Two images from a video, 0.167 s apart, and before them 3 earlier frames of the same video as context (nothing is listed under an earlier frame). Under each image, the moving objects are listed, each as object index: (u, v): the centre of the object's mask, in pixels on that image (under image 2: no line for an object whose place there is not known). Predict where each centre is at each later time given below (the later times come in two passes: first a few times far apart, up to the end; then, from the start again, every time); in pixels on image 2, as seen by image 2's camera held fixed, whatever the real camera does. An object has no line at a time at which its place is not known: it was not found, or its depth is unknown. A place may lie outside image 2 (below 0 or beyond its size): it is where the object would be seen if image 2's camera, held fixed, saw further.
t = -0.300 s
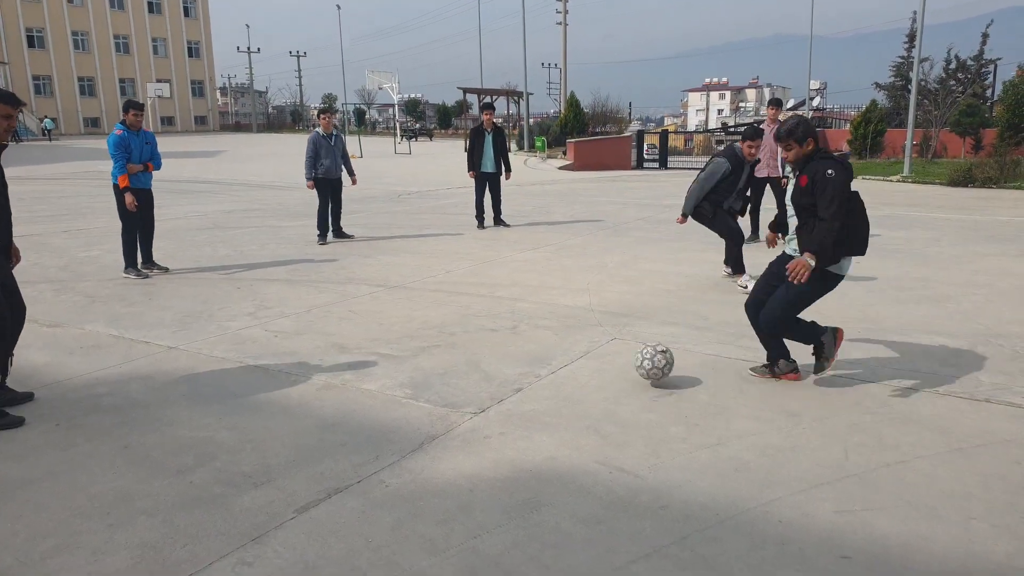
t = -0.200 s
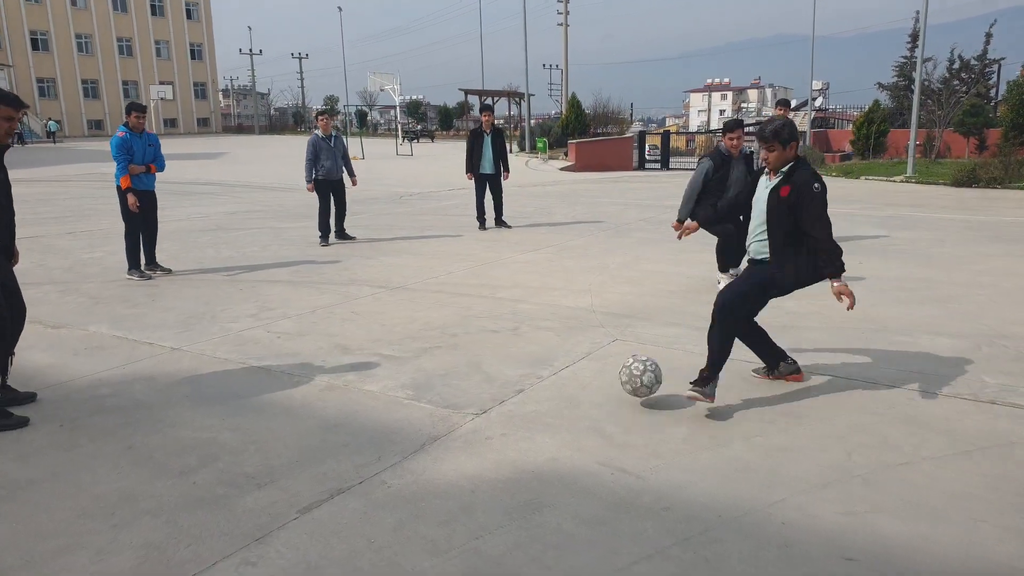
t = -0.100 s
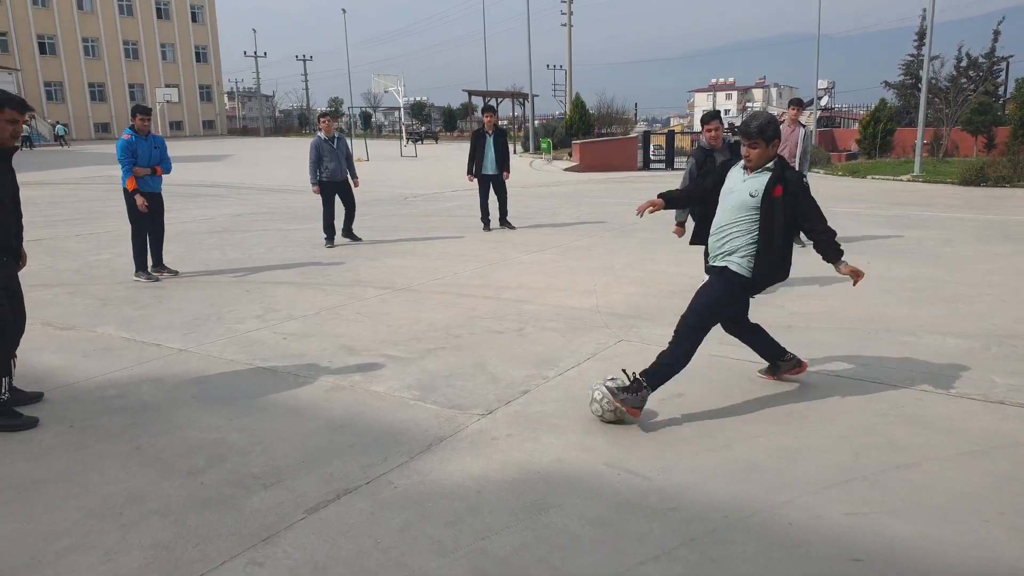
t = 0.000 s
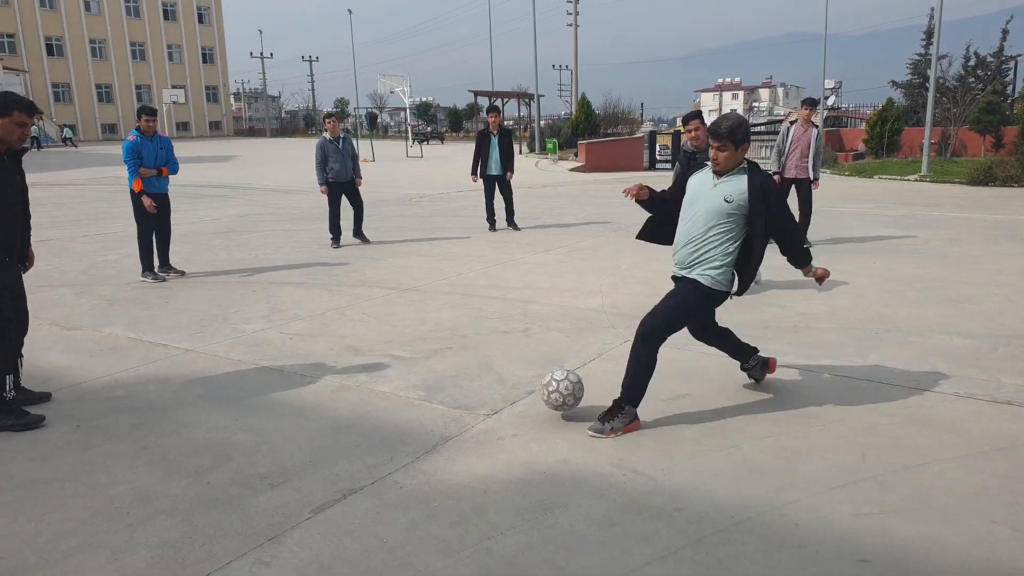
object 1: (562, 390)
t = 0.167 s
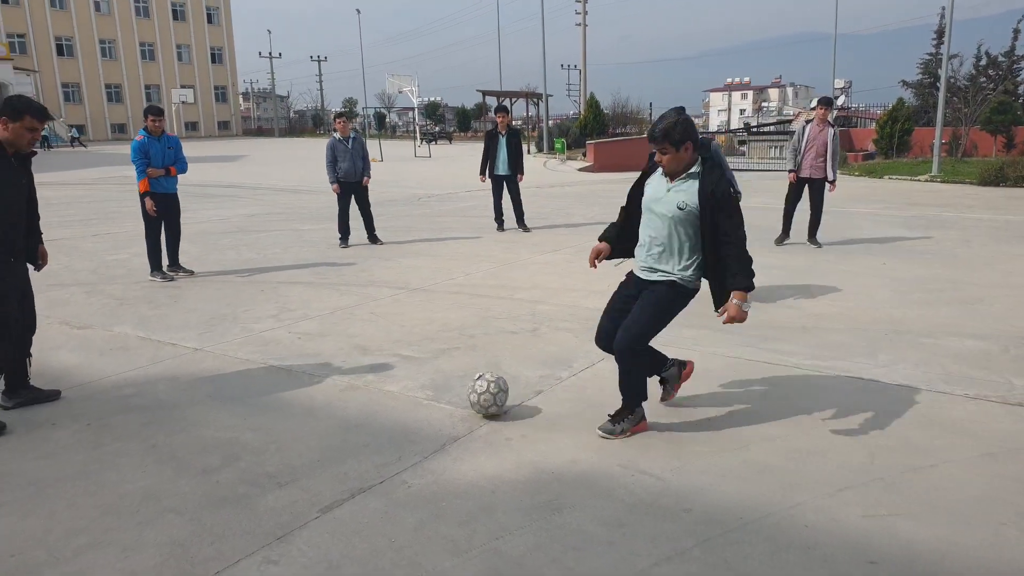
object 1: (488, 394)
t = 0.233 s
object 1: (455, 388)
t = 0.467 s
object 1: (342, 395)
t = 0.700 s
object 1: (231, 398)
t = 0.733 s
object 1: (215, 399)
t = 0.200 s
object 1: (471, 389)
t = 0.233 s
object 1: (455, 388)
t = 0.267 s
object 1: (439, 389)
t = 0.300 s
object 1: (423, 391)
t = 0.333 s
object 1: (408, 396)
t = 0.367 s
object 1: (391, 397)
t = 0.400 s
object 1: (375, 394)
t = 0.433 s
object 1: (359, 393)
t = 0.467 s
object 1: (342, 395)
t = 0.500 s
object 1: (326, 398)
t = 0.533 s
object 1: (310, 396)
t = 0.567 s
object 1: (294, 396)
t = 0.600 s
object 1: (278, 396)
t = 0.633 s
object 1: (263, 399)
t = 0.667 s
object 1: (247, 399)
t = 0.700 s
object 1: (231, 398)
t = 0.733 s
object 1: (215, 399)
